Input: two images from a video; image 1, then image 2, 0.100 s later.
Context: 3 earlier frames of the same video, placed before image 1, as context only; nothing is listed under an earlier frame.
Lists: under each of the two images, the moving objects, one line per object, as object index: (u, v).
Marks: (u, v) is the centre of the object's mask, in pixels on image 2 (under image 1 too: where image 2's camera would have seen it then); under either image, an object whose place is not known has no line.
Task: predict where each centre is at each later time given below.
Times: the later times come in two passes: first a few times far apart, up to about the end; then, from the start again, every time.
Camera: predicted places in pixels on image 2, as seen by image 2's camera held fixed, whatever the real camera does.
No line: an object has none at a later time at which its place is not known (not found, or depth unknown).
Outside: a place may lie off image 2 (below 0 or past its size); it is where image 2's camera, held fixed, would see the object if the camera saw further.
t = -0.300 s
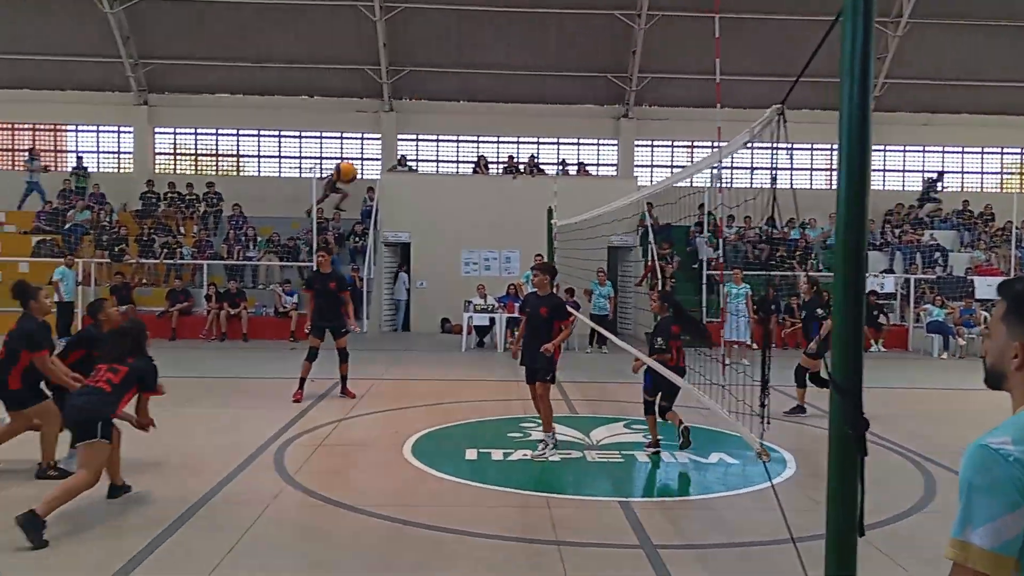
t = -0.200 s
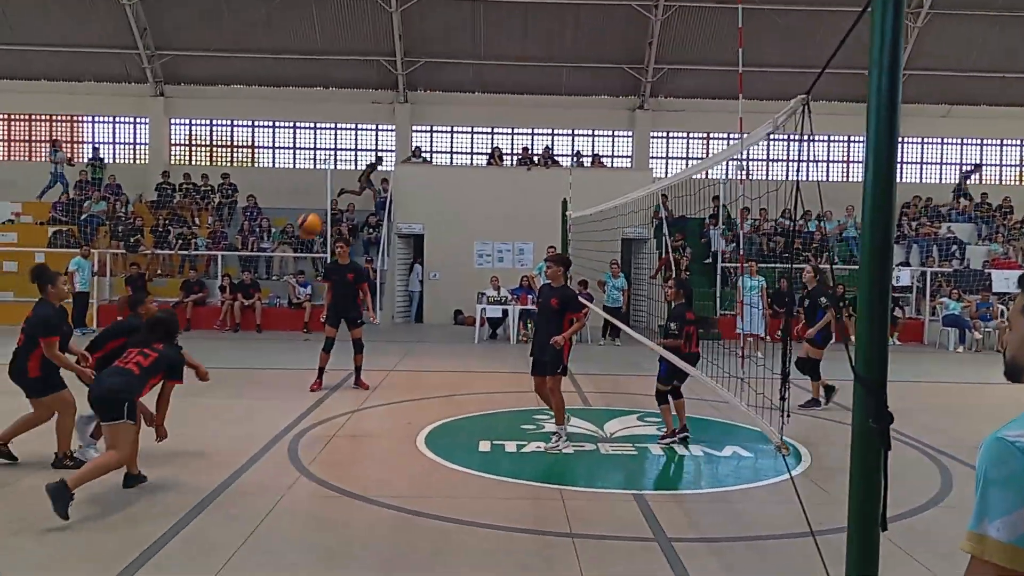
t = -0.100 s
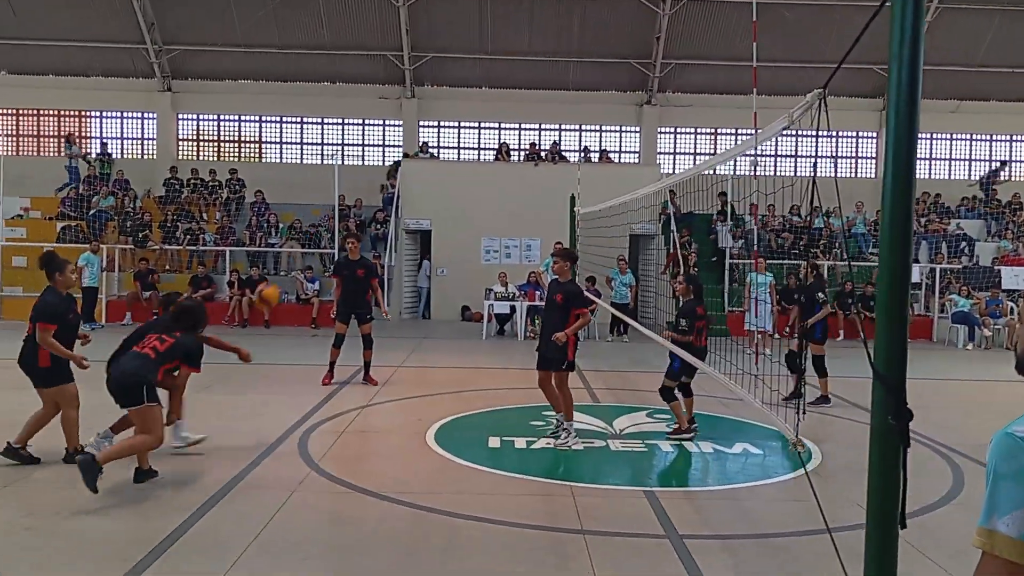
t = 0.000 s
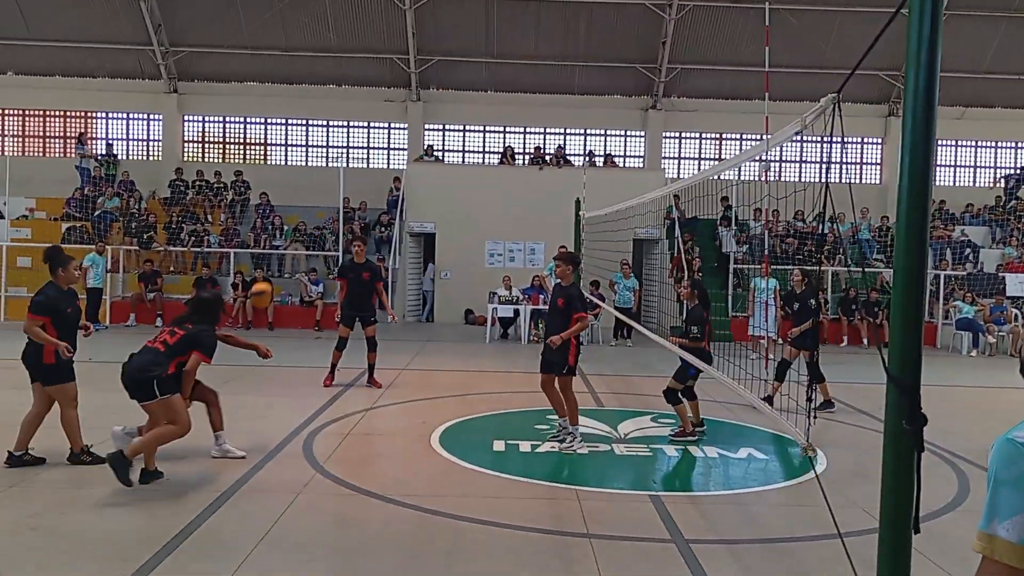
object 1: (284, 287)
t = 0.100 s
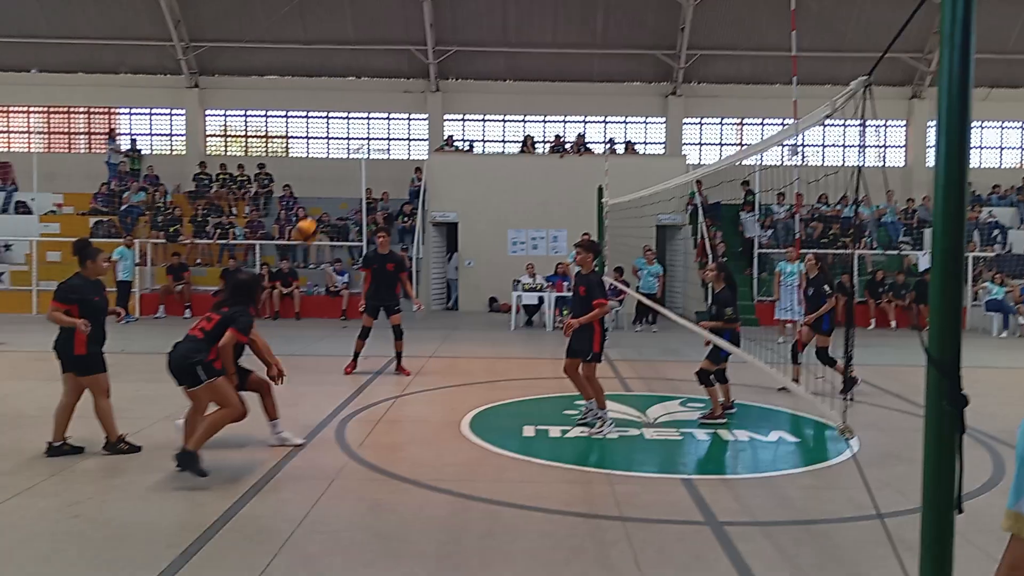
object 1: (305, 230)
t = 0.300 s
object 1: (342, 161)
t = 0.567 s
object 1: (387, 135)
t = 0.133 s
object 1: (311, 217)
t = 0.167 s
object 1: (318, 204)
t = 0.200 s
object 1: (325, 191)
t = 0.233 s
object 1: (330, 179)
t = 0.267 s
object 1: (336, 169)
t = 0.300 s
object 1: (342, 161)
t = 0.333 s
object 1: (348, 154)
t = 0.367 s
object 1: (354, 147)
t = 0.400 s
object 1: (360, 142)
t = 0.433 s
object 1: (366, 139)
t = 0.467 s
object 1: (371, 136)
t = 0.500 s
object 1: (377, 134)
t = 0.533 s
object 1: (382, 135)
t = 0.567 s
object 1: (387, 135)
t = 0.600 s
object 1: (393, 138)
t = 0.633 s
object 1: (399, 142)
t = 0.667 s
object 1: (403, 146)
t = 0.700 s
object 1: (407, 152)
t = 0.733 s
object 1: (413, 160)
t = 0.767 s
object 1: (418, 168)
